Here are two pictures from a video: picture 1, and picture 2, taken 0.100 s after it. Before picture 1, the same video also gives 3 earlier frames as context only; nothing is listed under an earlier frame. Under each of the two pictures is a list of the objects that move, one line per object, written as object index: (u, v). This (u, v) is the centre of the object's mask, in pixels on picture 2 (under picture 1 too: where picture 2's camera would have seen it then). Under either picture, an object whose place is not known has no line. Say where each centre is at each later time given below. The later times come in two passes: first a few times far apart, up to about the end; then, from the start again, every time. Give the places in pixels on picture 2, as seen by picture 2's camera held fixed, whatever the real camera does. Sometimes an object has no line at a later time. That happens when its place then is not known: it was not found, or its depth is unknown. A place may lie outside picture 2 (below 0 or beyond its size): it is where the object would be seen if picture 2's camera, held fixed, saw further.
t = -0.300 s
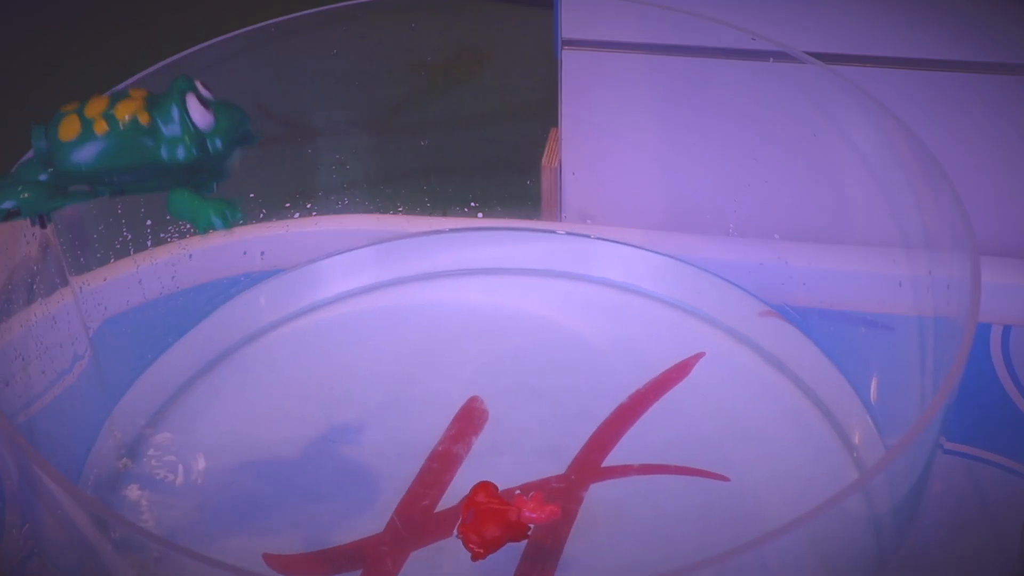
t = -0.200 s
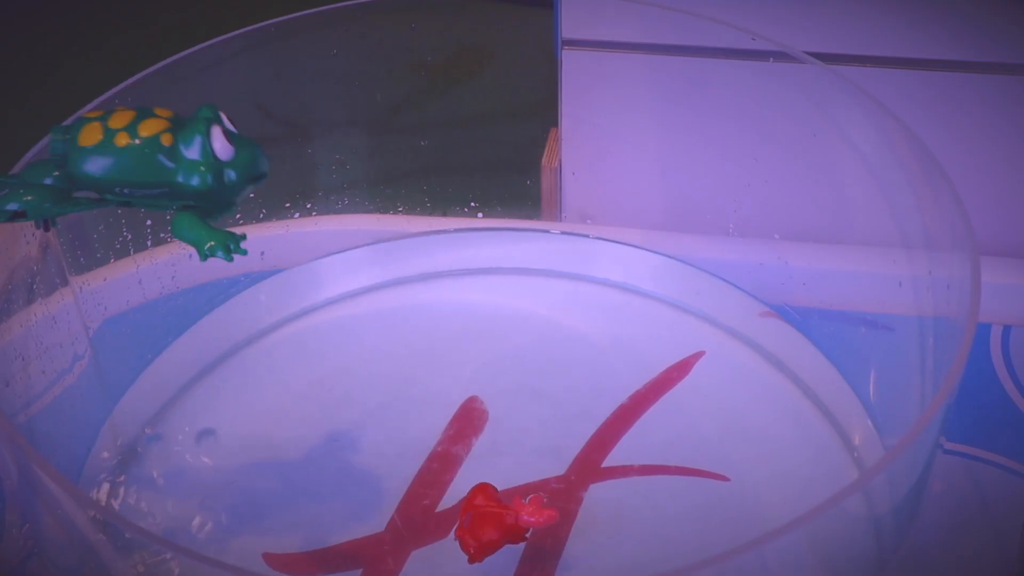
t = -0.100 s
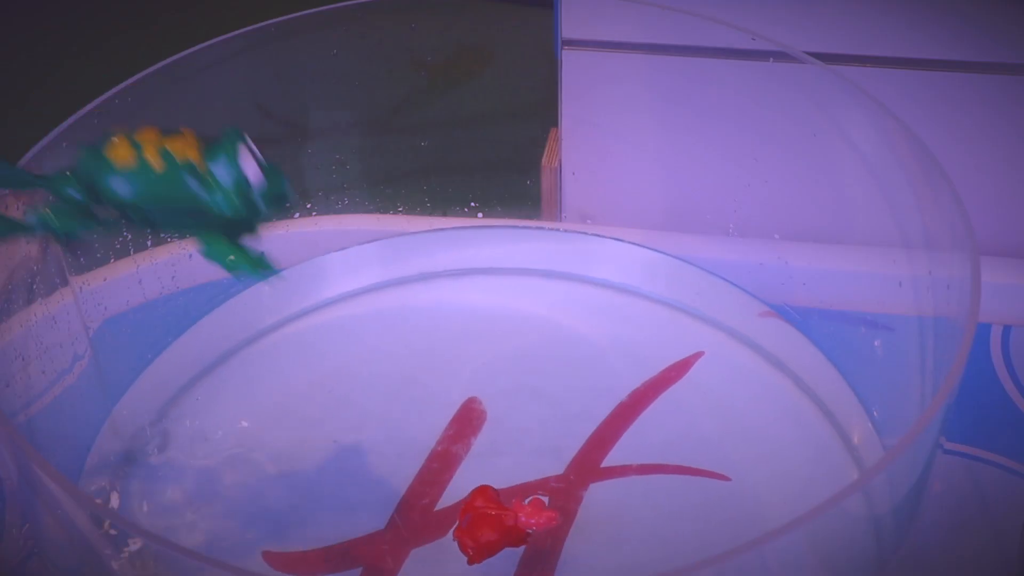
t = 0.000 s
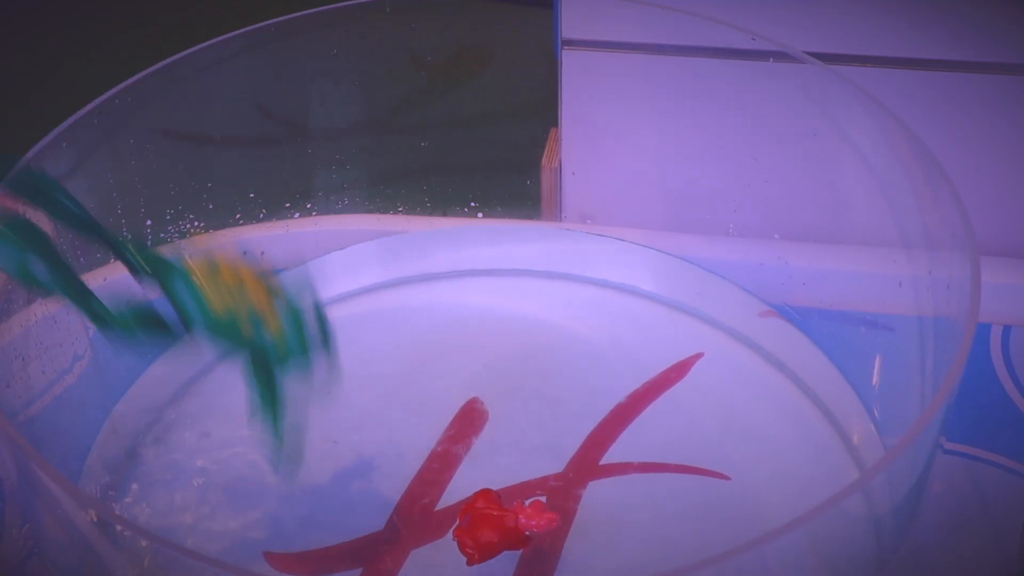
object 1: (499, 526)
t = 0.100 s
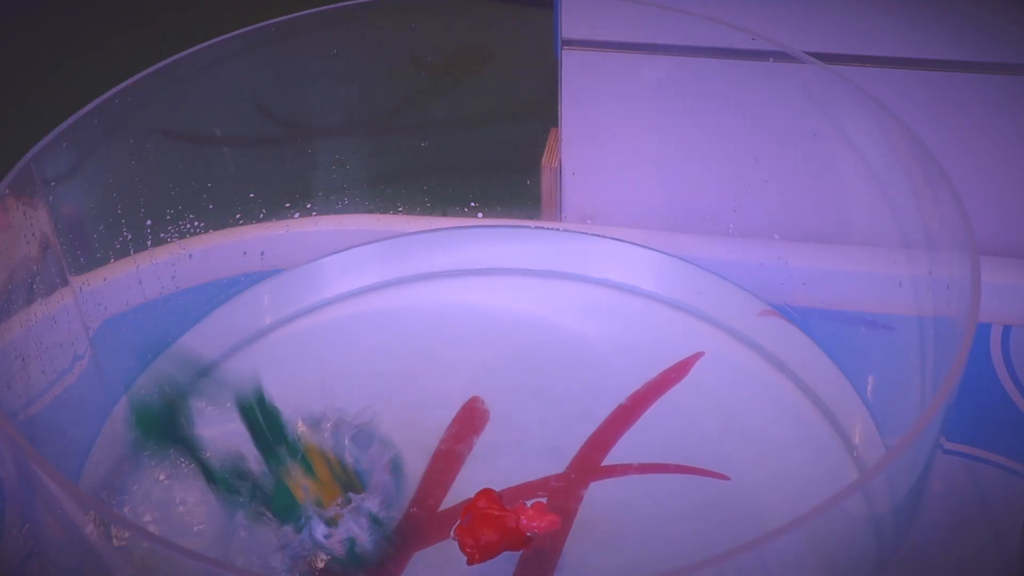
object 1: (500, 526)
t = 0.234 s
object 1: (507, 524)
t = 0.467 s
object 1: (510, 533)
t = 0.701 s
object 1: (525, 534)
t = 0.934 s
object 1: (528, 537)
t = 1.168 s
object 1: (547, 541)
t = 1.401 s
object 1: (564, 545)
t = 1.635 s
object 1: (585, 536)
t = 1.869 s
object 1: (581, 544)
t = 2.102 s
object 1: (593, 540)
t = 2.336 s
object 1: (602, 535)
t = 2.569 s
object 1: (620, 528)
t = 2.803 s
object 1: (621, 530)
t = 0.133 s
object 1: (501, 525)
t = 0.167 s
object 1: (502, 524)
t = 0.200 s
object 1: (504, 524)
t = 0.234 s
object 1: (507, 524)
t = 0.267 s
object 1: (510, 524)
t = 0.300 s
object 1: (512, 526)
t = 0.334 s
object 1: (514, 528)
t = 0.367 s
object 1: (515, 530)
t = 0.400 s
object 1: (515, 533)
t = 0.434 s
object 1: (513, 534)
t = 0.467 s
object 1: (510, 533)
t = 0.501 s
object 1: (511, 530)
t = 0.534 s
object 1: (514, 526)
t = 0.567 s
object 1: (517, 525)
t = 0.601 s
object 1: (519, 525)
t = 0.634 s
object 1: (521, 528)
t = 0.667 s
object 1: (523, 531)
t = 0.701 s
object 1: (525, 534)
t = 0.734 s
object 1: (527, 537)
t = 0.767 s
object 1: (527, 538)
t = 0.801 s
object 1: (528, 539)
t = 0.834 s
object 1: (527, 538)
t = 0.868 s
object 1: (528, 537)
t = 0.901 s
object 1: (528, 537)
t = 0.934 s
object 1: (528, 537)
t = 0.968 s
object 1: (527, 539)
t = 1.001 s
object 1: (528, 541)
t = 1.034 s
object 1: (531, 543)
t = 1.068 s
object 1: (534, 545)
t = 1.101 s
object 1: (538, 545)
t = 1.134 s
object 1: (542, 543)
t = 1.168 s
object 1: (547, 541)
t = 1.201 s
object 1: (551, 538)
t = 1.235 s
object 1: (555, 537)
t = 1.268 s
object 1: (557, 537)
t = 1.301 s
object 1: (559, 537)
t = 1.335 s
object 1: (561, 540)
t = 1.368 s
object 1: (562, 543)
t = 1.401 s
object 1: (564, 545)
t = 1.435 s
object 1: (566, 546)
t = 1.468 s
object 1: (568, 546)
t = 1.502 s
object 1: (571, 545)
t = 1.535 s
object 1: (574, 543)
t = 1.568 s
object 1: (579, 541)
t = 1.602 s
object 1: (582, 538)
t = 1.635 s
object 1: (585, 536)
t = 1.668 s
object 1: (586, 535)
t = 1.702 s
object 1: (587, 535)
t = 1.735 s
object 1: (587, 537)
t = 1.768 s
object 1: (585, 539)
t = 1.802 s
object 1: (583, 541)
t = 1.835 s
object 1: (582, 542)
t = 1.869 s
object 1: (581, 544)
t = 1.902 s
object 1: (582, 544)
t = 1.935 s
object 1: (583, 544)
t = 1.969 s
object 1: (586, 543)
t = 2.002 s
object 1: (587, 543)
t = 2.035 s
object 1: (590, 542)
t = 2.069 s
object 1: (592, 542)
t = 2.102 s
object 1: (593, 540)
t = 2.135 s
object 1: (594, 539)
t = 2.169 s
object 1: (594, 538)
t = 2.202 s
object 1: (596, 536)
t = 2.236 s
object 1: (597, 535)
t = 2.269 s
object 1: (599, 534)
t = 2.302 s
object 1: (601, 535)
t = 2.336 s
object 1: (602, 535)
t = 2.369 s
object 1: (604, 537)
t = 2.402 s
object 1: (607, 538)
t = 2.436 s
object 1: (610, 537)
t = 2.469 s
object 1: (612, 536)
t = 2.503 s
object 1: (615, 533)
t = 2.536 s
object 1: (617, 530)
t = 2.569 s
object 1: (620, 528)
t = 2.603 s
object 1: (622, 526)
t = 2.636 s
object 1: (623, 526)
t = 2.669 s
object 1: (623, 526)
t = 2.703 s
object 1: (622, 527)
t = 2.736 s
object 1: (622, 528)
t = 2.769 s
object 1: (621, 529)
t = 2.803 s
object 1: (621, 530)
